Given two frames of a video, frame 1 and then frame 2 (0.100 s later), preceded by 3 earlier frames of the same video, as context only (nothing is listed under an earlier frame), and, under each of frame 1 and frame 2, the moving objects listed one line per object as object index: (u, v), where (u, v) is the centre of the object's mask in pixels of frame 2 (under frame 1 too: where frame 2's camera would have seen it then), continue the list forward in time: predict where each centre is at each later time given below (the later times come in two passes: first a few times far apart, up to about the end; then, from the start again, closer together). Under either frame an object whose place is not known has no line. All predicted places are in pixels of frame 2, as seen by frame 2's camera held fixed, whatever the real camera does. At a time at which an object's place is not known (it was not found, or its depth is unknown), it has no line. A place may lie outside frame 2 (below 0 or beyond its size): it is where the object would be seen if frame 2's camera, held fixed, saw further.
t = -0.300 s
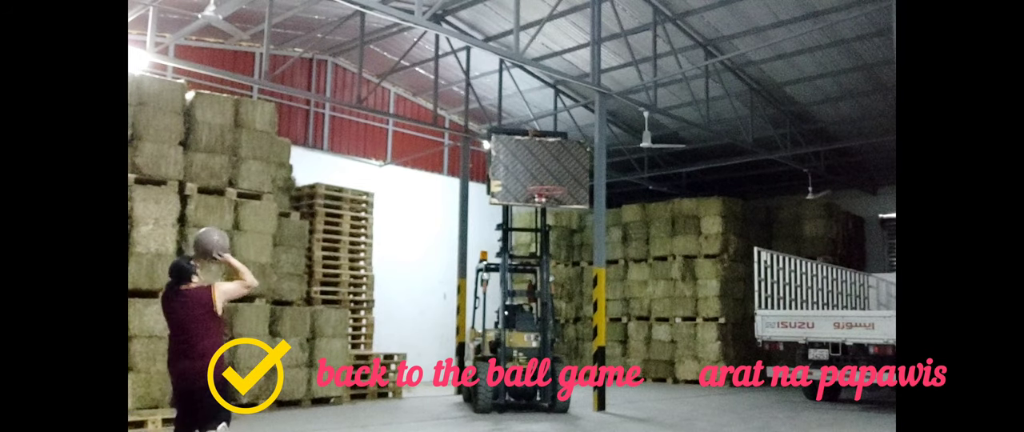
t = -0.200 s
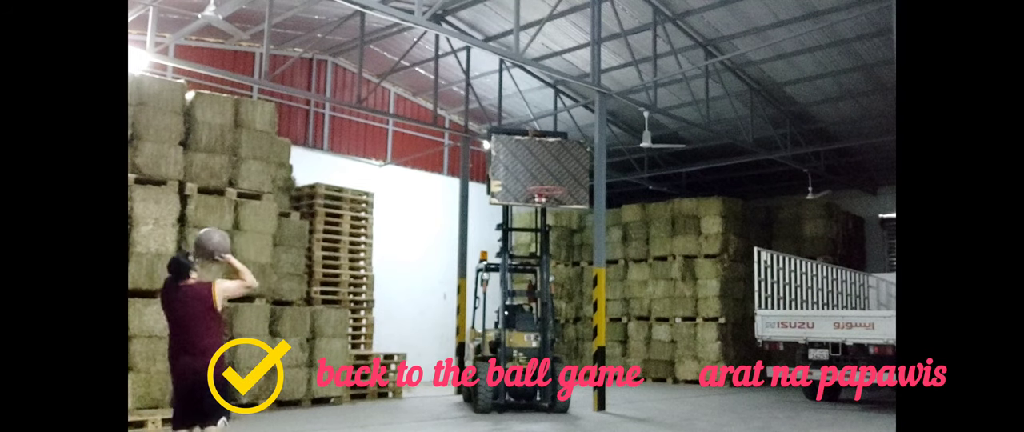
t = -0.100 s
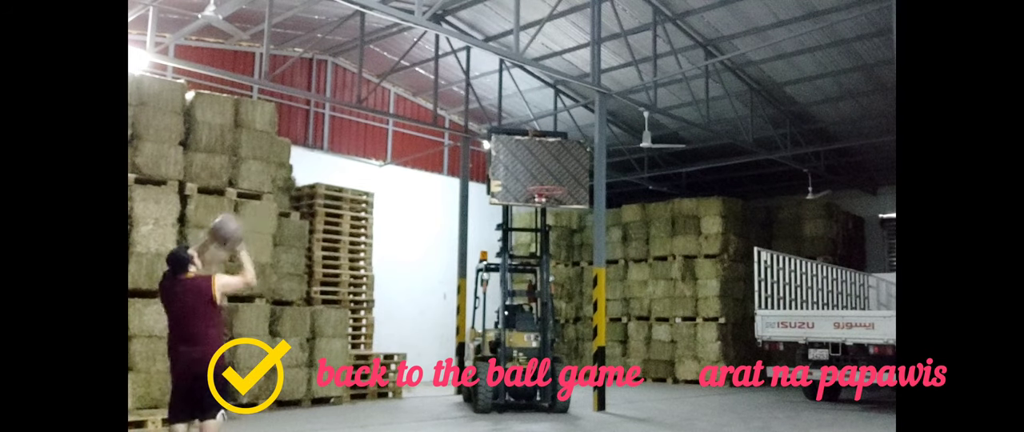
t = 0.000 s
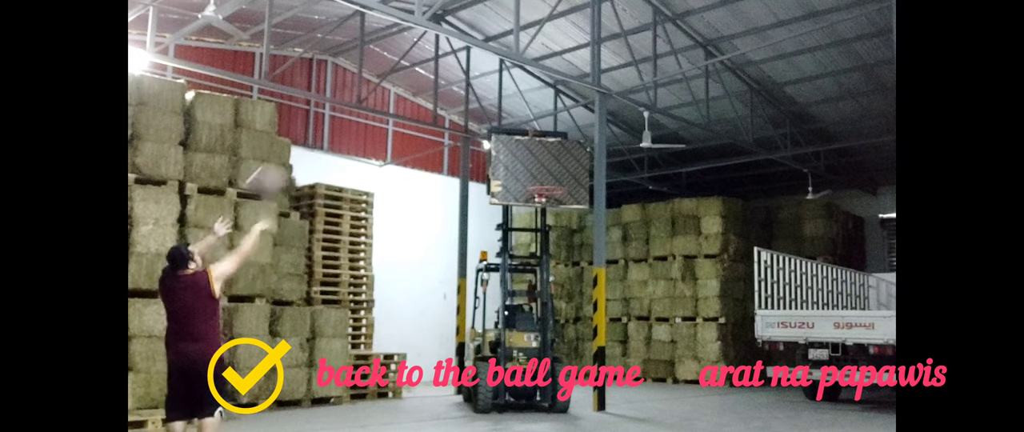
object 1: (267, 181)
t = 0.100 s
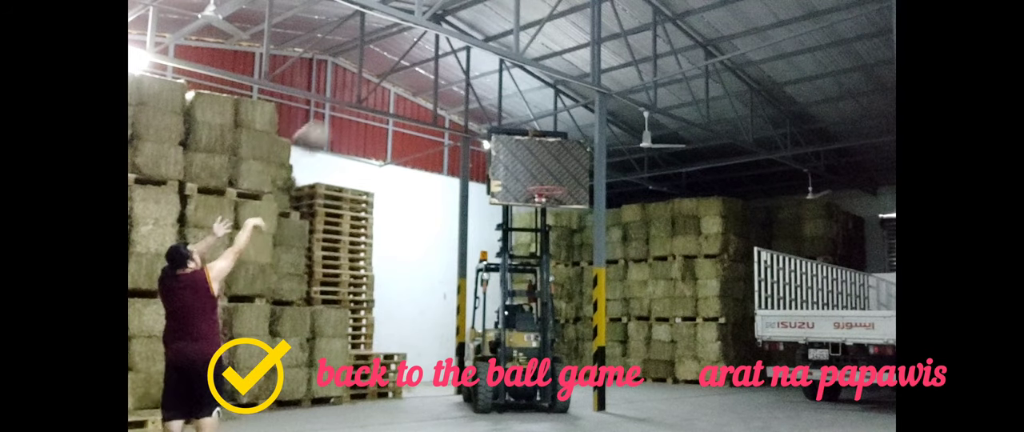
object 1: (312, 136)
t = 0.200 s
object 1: (353, 106)
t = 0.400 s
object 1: (419, 85)
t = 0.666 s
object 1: (491, 114)
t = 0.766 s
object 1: (512, 138)
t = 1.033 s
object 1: (554, 198)
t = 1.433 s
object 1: (541, 333)
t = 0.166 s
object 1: (341, 113)
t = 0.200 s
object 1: (353, 106)
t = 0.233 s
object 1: (367, 99)
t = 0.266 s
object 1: (376, 95)
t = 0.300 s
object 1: (390, 90)
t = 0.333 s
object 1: (400, 86)
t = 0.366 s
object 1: (411, 85)
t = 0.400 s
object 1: (419, 85)
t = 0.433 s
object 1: (430, 85)
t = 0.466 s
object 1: (438, 86)
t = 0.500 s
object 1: (450, 89)
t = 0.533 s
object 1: (460, 92)
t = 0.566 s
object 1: (467, 95)
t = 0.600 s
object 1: (474, 99)
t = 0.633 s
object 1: (483, 106)
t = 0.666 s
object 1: (491, 114)
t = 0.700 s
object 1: (498, 119)
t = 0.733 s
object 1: (506, 129)
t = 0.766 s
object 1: (512, 138)
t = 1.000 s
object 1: (554, 197)
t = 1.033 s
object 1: (554, 198)
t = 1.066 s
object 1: (551, 207)
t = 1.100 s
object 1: (550, 213)
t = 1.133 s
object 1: (549, 220)
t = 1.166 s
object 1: (546, 229)
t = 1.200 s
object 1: (545, 238)
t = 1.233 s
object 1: (546, 249)
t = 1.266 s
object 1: (544, 260)
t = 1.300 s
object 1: (544, 271)
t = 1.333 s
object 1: (542, 288)
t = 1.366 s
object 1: (543, 301)
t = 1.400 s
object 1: (539, 317)
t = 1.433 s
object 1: (541, 333)
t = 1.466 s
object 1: (540, 345)
